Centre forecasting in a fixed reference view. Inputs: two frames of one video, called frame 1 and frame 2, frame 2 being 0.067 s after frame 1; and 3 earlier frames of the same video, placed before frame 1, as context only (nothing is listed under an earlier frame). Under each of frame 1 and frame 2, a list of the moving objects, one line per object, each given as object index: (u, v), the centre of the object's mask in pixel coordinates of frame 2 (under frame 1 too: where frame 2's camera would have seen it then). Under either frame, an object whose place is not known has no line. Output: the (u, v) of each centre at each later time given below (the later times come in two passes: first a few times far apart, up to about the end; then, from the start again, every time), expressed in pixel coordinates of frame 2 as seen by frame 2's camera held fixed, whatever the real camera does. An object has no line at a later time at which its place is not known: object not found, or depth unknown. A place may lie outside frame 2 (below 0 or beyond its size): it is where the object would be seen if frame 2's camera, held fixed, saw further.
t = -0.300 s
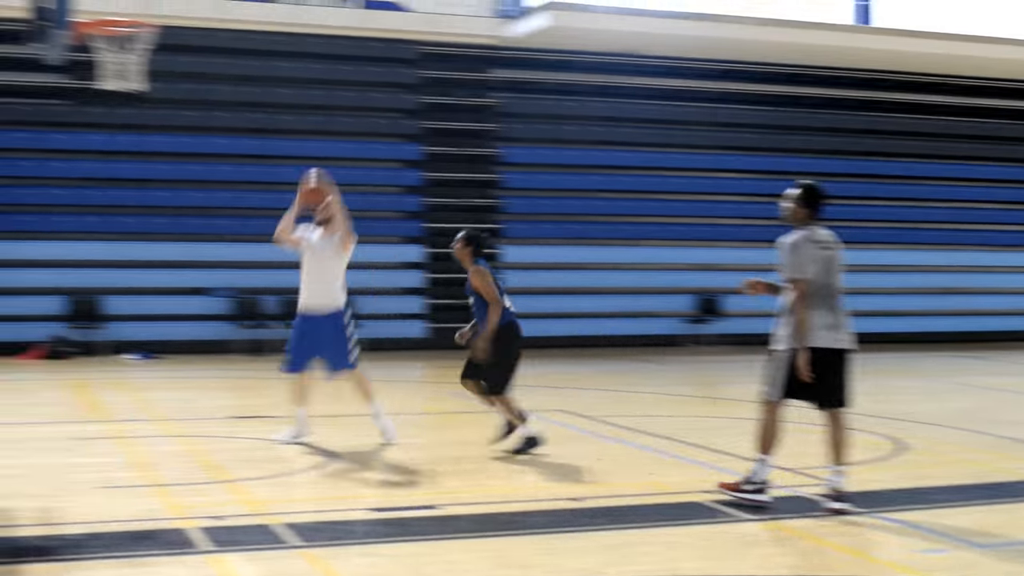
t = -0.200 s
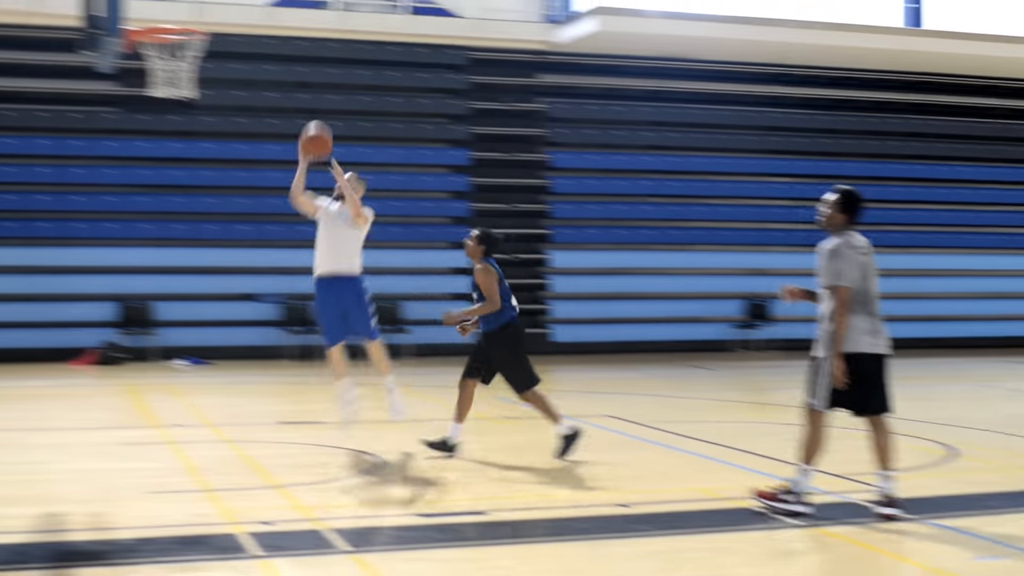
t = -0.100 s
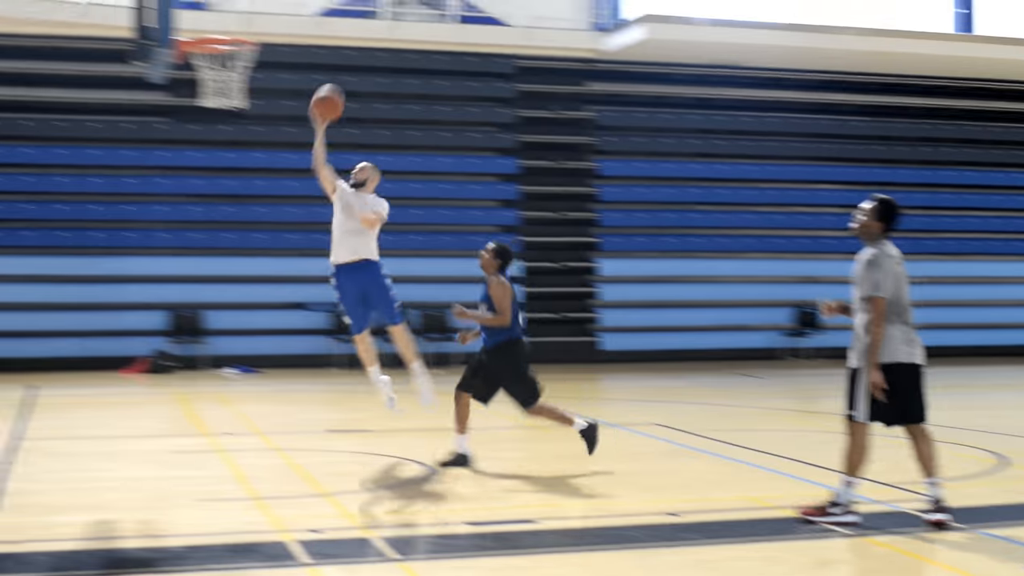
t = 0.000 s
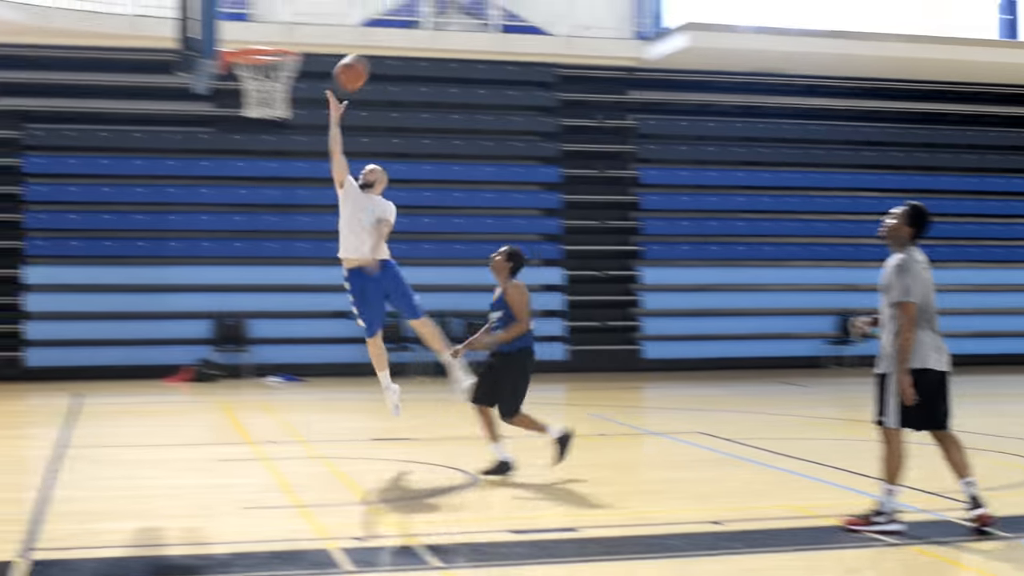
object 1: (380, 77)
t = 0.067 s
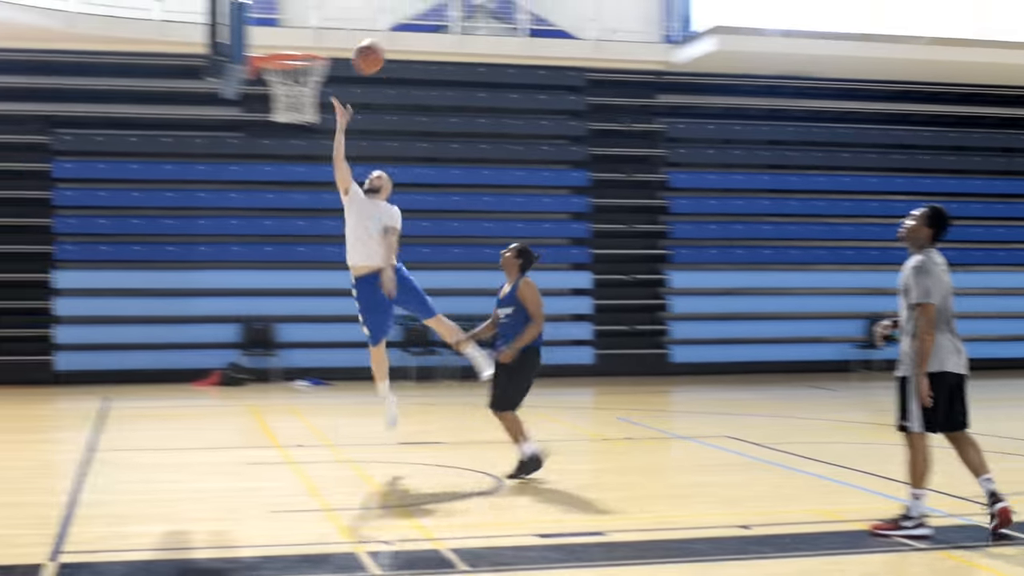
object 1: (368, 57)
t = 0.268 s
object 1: (335, 30)
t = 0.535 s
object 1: (287, 76)
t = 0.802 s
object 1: (267, 143)
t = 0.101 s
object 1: (363, 49)
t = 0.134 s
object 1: (357, 42)
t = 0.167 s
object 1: (352, 37)
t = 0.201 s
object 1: (346, 34)
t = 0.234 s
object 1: (340, 31)
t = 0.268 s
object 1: (335, 30)
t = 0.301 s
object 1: (329, 31)
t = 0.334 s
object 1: (323, 33)
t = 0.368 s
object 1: (317, 36)
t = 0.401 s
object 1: (312, 41)
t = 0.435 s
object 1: (306, 43)
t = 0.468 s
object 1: (299, 47)
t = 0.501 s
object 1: (293, 68)
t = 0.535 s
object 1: (287, 76)
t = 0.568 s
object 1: (281, 85)
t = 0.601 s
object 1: (277, 92)
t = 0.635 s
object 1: (274, 99)
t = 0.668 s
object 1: (275, 113)
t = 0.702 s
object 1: (272, 117)
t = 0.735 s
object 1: (270, 123)
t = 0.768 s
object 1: (268, 134)
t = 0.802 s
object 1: (267, 143)
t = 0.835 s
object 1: (266, 155)
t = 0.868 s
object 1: (264, 170)
